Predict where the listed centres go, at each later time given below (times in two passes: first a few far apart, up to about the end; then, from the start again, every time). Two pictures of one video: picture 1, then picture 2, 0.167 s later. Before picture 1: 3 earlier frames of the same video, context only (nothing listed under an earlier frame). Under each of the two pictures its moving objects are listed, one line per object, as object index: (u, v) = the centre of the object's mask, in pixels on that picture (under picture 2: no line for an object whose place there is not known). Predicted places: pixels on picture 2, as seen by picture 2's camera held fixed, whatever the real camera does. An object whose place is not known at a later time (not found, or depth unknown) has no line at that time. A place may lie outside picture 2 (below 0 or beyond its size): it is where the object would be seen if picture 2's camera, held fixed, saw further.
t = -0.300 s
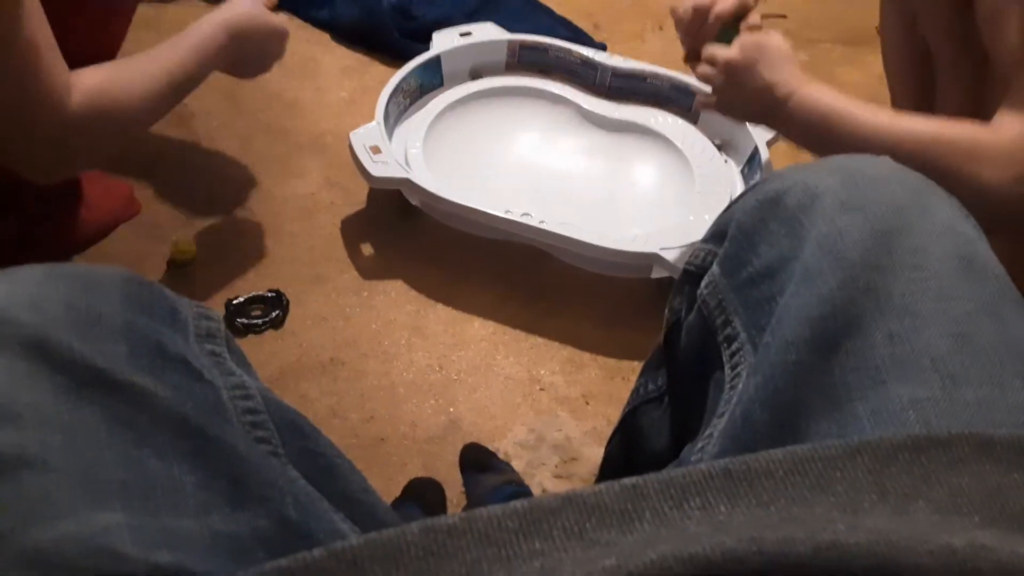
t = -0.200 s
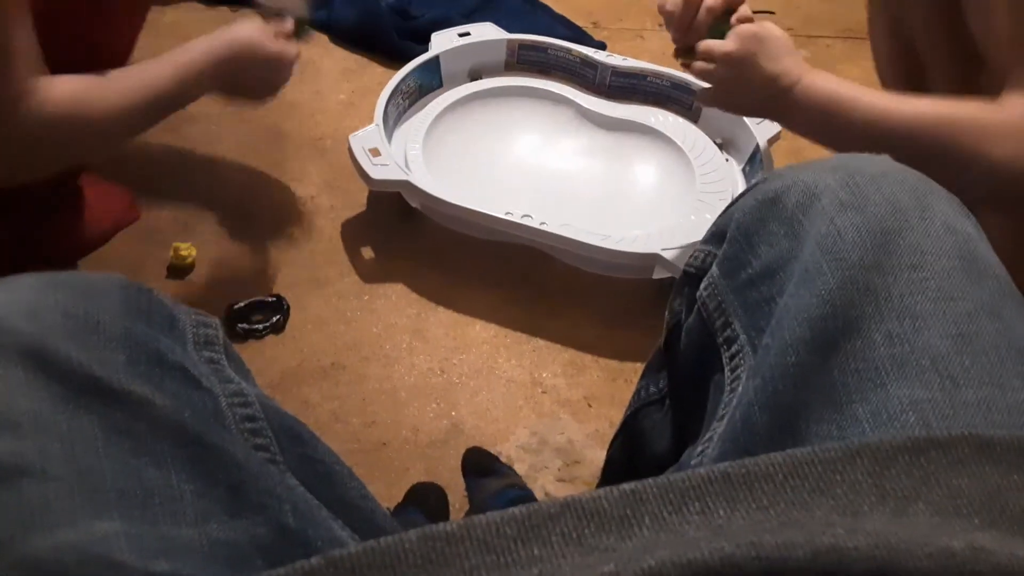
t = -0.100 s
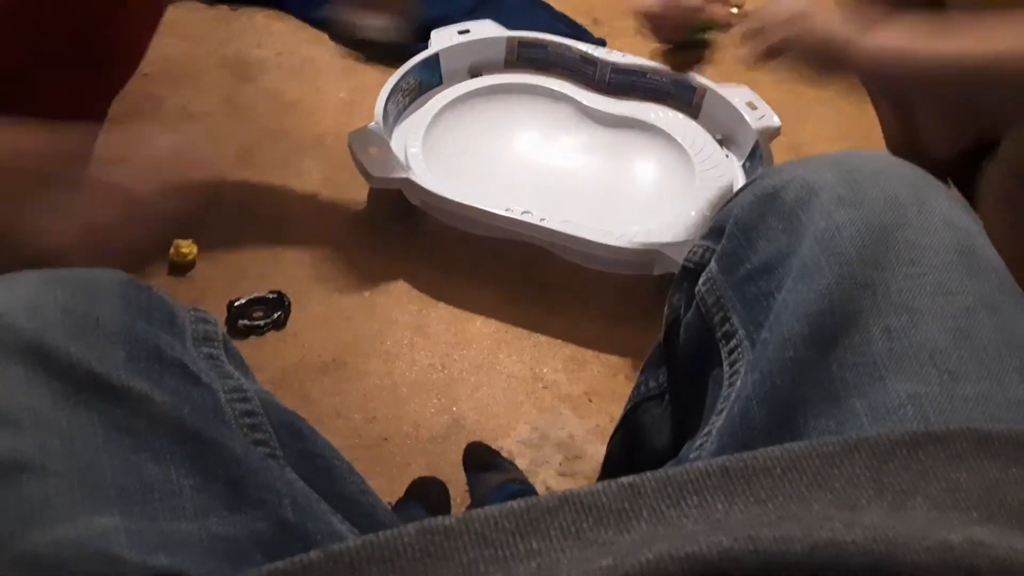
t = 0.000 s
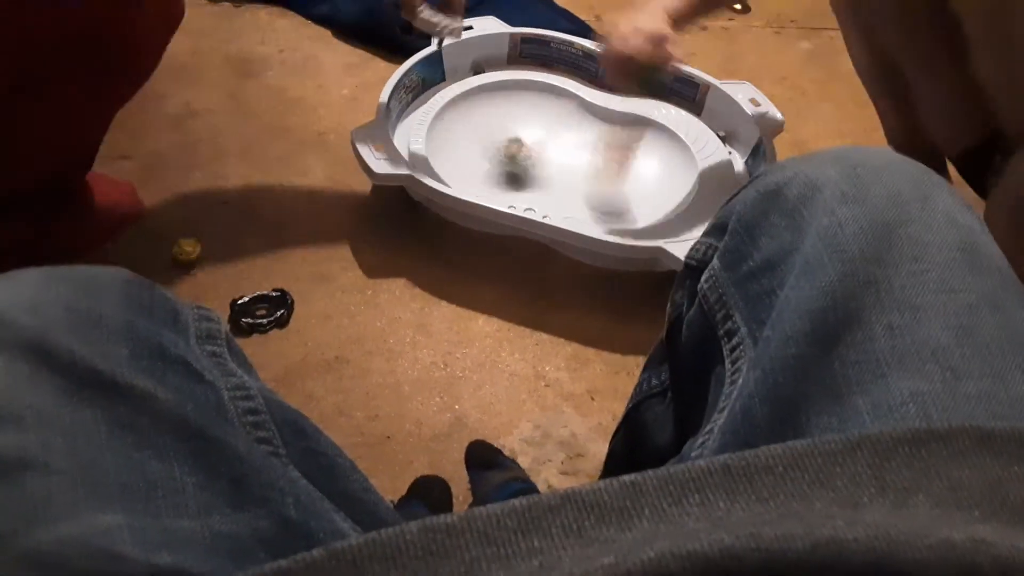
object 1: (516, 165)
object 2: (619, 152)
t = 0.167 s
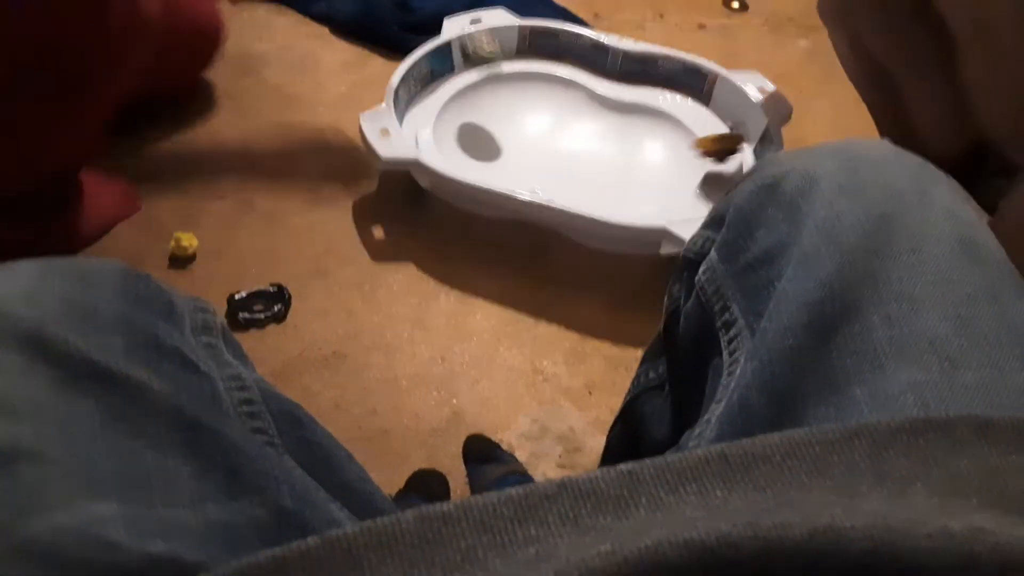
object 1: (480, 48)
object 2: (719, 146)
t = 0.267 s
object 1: (464, 31)
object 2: (731, 168)
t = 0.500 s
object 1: (471, 94)
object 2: (618, 175)
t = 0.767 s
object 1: (551, 101)
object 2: (457, 145)
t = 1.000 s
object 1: (518, 120)
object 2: (488, 146)
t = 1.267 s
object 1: (598, 72)
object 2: (488, 167)
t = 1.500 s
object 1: (602, 124)
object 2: (499, 138)
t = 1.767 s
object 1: (601, 191)
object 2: (476, 105)
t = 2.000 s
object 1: (658, 172)
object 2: (486, 122)
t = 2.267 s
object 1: (584, 136)
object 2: (505, 104)
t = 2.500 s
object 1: (620, 179)
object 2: (474, 122)
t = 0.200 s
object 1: (477, 37)
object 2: (730, 152)
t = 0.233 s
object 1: (470, 30)
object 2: (738, 165)
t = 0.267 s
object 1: (464, 31)
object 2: (731, 168)
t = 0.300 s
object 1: (458, 43)
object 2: (724, 168)
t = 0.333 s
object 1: (451, 61)
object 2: (714, 166)
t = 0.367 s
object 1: (443, 75)
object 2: (704, 166)
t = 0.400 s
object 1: (445, 68)
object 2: (690, 174)
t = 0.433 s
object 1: (452, 72)
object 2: (668, 180)
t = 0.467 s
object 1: (460, 83)
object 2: (643, 180)
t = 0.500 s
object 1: (471, 94)
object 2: (618, 175)
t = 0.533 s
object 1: (484, 103)
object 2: (592, 169)
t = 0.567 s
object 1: (497, 131)
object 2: (566, 163)
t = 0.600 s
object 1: (510, 134)
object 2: (536, 159)
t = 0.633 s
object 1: (522, 128)
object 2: (515, 164)
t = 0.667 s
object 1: (534, 121)
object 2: (491, 166)
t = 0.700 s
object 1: (542, 112)
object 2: (478, 154)
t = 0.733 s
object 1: (548, 106)
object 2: (468, 145)
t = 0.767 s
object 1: (551, 101)
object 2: (457, 145)
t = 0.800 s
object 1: (550, 99)
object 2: (450, 149)
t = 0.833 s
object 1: (547, 101)
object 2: (451, 151)
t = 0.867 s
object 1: (541, 105)
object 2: (454, 146)
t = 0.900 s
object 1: (533, 110)
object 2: (456, 146)
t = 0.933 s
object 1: (527, 114)
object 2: (463, 146)
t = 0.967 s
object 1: (521, 118)
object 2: (473, 148)
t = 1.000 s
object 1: (518, 120)
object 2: (488, 146)
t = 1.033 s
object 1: (518, 121)
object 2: (496, 145)
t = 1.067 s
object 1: (541, 108)
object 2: (489, 147)
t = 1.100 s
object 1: (558, 85)
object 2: (480, 155)
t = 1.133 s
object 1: (570, 71)
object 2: (474, 161)
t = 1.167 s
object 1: (580, 66)
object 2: (474, 164)
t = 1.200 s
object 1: (589, 68)
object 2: (477, 165)
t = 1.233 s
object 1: (596, 70)
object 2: (482, 167)
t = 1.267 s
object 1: (598, 72)
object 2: (488, 167)
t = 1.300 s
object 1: (600, 74)
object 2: (494, 166)
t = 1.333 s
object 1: (604, 77)
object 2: (499, 164)
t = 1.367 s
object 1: (606, 80)
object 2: (502, 160)
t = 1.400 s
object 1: (609, 85)
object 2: (503, 155)
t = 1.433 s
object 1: (610, 95)
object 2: (503, 150)
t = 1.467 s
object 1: (608, 105)
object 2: (502, 143)
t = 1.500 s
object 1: (602, 124)
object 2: (499, 138)
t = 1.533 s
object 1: (597, 145)
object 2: (496, 132)
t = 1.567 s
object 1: (591, 154)
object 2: (493, 126)
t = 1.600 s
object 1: (588, 162)
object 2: (490, 120)
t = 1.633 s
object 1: (585, 169)
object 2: (487, 115)
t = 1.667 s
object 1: (585, 176)
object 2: (484, 111)
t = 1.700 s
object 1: (588, 183)
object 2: (481, 108)
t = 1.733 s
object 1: (593, 187)
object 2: (478, 106)
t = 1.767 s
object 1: (601, 191)
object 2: (476, 105)
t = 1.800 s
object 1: (611, 194)
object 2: (475, 106)
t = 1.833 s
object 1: (624, 195)
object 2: (474, 106)
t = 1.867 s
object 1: (636, 194)
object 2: (475, 109)
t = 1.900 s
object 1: (646, 191)
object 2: (476, 112)
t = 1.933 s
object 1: (654, 188)
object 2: (479, 116)
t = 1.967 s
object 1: (658, 181)
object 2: (482, 119)
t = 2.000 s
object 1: (658, 172)
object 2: (486, 122)
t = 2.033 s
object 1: (654, 161)
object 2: (492, 124)
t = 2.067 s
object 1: (647, 151)
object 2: (498, 125)
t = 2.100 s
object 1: (636, 143)
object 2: (504, 125)
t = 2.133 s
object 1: (623, 136)
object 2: (510, 125)
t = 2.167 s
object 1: (607, 132)
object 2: (516, 123)
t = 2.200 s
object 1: (589, 129)
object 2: (522, 121)
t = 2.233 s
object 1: (573, 131)
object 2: (525, 118)
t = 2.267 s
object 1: (584, 136)
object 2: (505, 104)
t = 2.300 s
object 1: (596, 146)
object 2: (489, 94)
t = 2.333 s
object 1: (605, 155)
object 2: (477, 86)
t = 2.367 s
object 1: (611, 161)
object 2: (472, 84)
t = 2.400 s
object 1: (616, 169)
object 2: (471, 89)
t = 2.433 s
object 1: (618, 173)
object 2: (469, 103)
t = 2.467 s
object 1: (619, 176)
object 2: (470, 112)
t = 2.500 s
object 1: (620, 179)
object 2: (474, 122)
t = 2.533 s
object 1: (622, 181)
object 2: (482, 129)
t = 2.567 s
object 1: (623, 182)
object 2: (490, 135)
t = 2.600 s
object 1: (624, 182)
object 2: (499, 139)
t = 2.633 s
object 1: (624, 182)
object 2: (508, 141)
